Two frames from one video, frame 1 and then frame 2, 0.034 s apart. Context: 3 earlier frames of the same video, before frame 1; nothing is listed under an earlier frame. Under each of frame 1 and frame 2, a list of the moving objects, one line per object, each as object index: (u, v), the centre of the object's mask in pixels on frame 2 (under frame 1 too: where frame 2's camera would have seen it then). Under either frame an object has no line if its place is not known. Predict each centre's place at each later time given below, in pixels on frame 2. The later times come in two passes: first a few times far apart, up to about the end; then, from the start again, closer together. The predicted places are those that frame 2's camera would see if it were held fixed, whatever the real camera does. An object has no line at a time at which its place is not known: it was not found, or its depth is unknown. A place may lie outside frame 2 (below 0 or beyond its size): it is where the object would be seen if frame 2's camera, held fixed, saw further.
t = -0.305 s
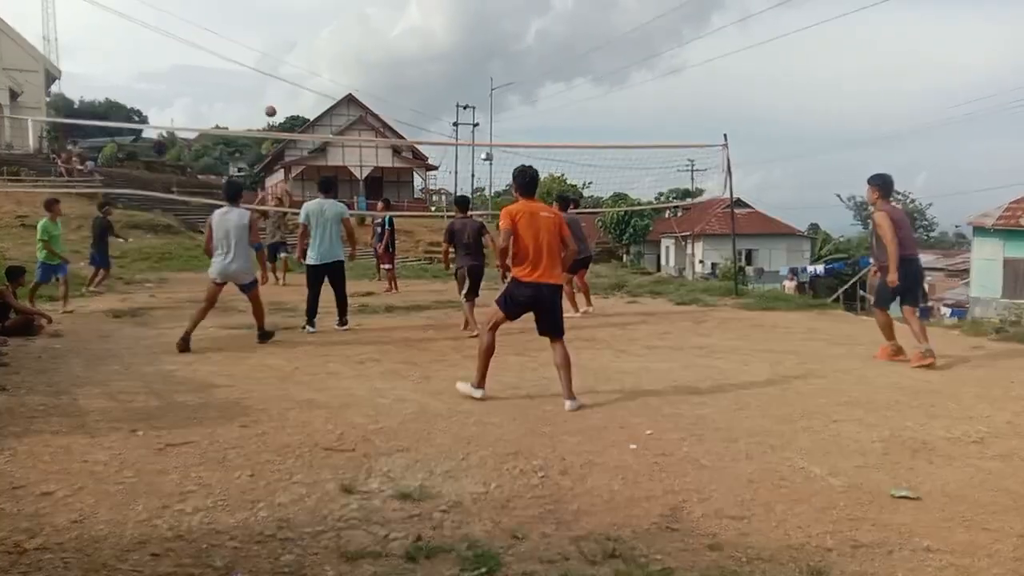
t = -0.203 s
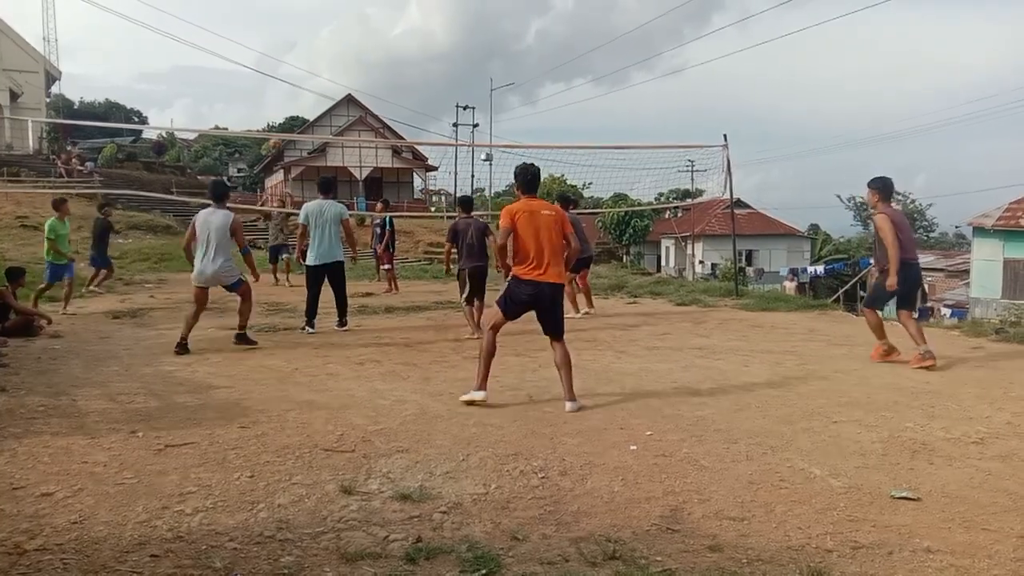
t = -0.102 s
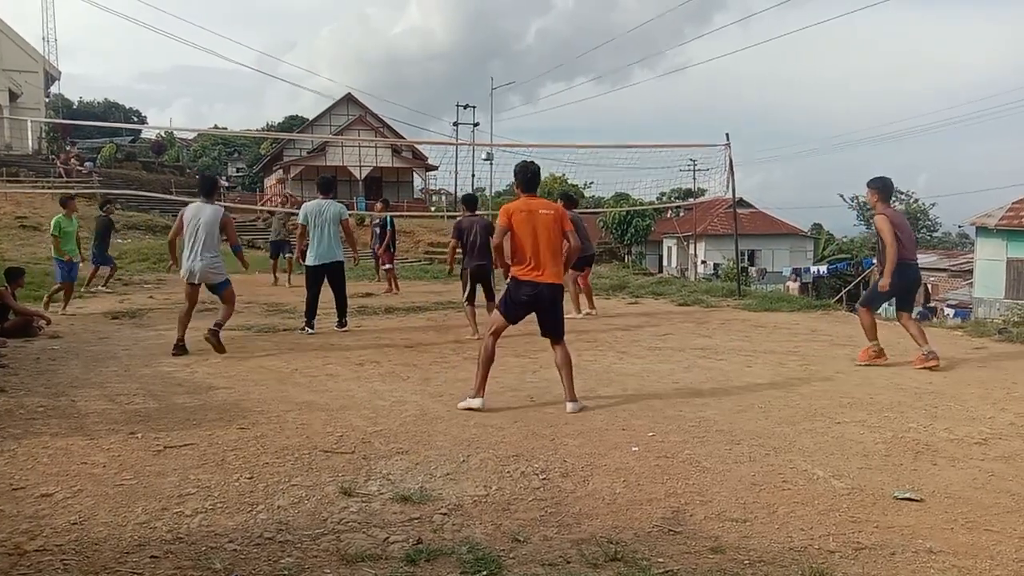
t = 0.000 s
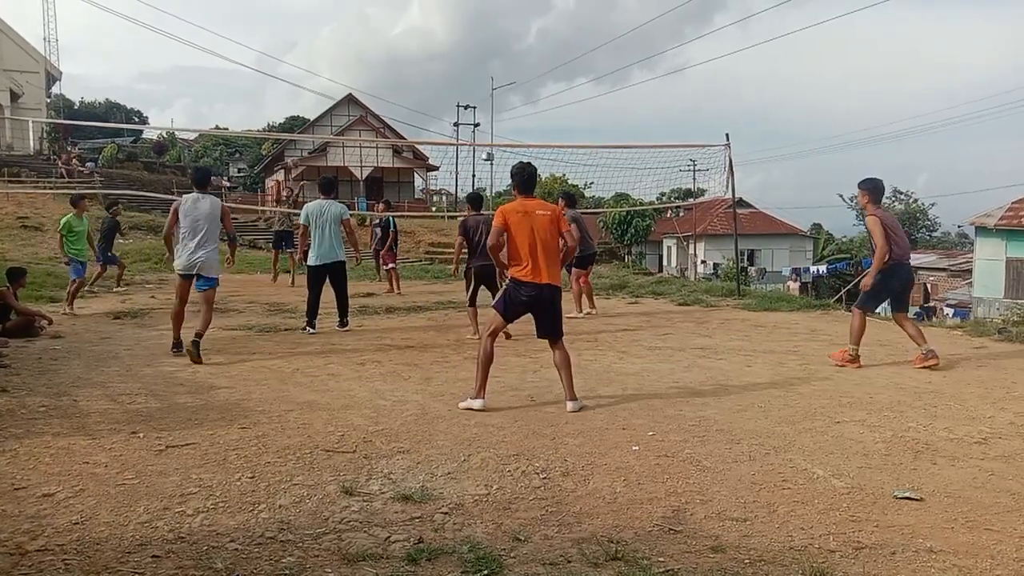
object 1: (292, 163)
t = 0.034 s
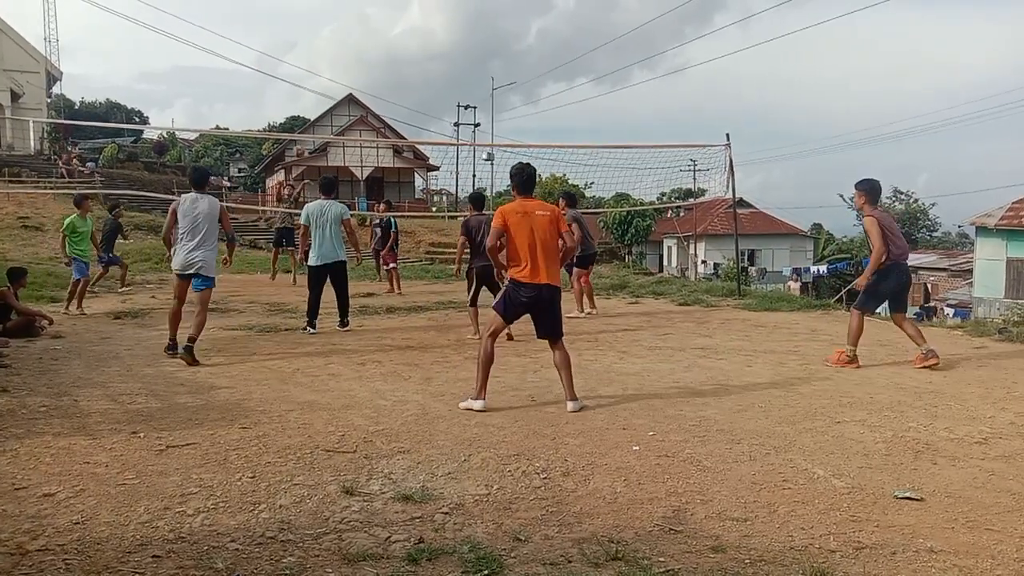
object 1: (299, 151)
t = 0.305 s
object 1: (343, 73)
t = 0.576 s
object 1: (403, 27)
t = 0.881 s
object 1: (496, 38)
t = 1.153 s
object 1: (611, 137)
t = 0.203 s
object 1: (325, 99)
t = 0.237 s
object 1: (331, 90)
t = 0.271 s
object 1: (337, 81)
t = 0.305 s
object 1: (343, 73)
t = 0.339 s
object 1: (349, 65)
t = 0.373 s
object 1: (356, 58)
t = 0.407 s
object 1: (363, 51)
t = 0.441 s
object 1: (370, 45)
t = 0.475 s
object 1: (378, 39)
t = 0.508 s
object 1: (386, 35)
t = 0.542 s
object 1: (394, 31)
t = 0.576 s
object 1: (403, 27)
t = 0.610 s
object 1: (412, 24)
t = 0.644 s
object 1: (421, 23)
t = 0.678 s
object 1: (430, 21)
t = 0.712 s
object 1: (440, 21)
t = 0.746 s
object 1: (451, 22)
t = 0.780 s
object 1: (462, 24)
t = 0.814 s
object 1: (473, 28)
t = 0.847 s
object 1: (485, 33)
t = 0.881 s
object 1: (496, 38)
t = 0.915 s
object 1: (509, 45)
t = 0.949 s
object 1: (522, 53)
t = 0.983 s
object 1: (536, 63)
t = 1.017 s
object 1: (549, 74)
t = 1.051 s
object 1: (564, 87)
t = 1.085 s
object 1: (579, 102)
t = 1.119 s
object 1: (595, 118)
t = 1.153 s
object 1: (611, 137)
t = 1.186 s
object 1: (627, 158)
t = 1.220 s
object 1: (645, 180)
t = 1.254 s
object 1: (663, 206)
